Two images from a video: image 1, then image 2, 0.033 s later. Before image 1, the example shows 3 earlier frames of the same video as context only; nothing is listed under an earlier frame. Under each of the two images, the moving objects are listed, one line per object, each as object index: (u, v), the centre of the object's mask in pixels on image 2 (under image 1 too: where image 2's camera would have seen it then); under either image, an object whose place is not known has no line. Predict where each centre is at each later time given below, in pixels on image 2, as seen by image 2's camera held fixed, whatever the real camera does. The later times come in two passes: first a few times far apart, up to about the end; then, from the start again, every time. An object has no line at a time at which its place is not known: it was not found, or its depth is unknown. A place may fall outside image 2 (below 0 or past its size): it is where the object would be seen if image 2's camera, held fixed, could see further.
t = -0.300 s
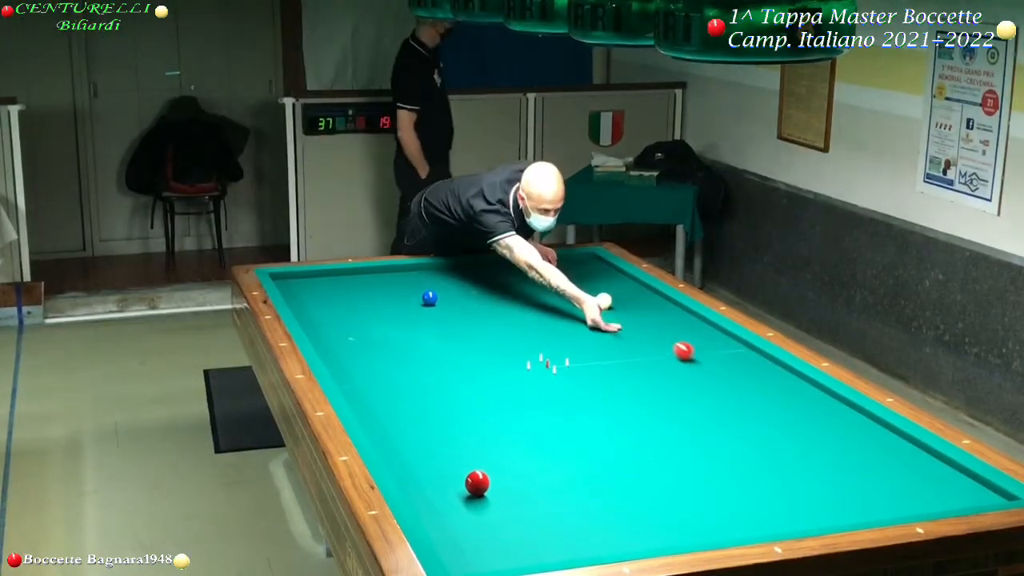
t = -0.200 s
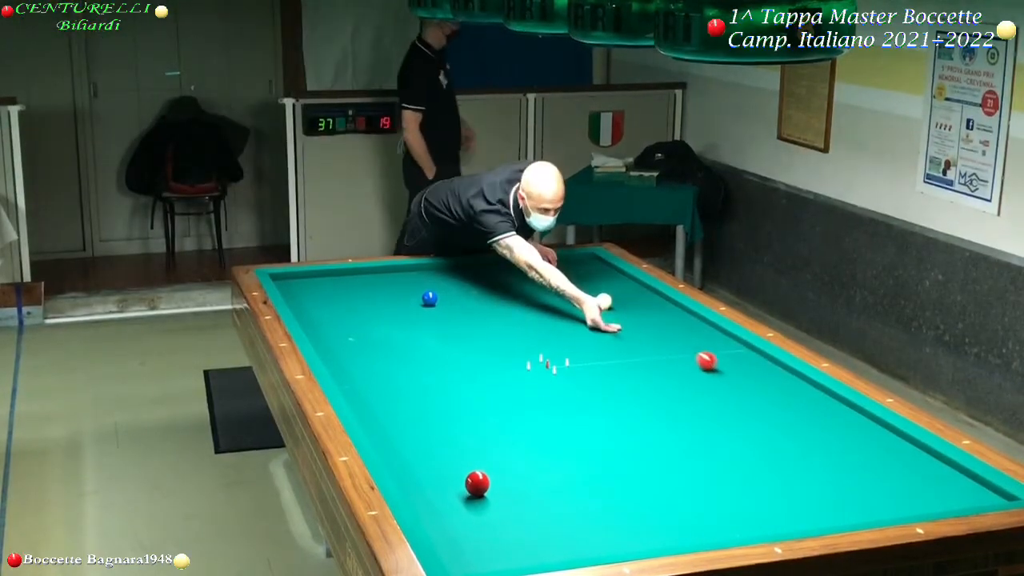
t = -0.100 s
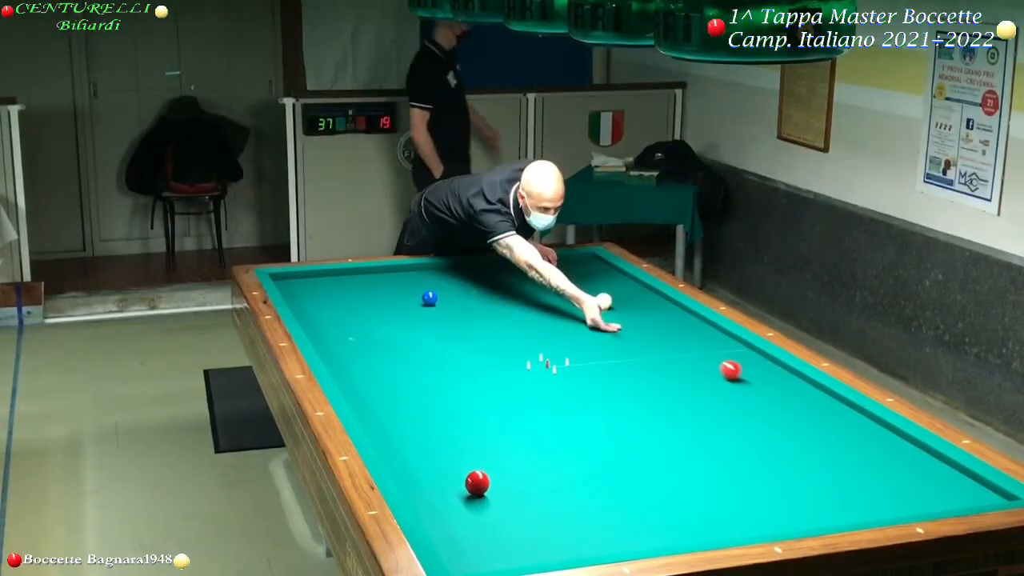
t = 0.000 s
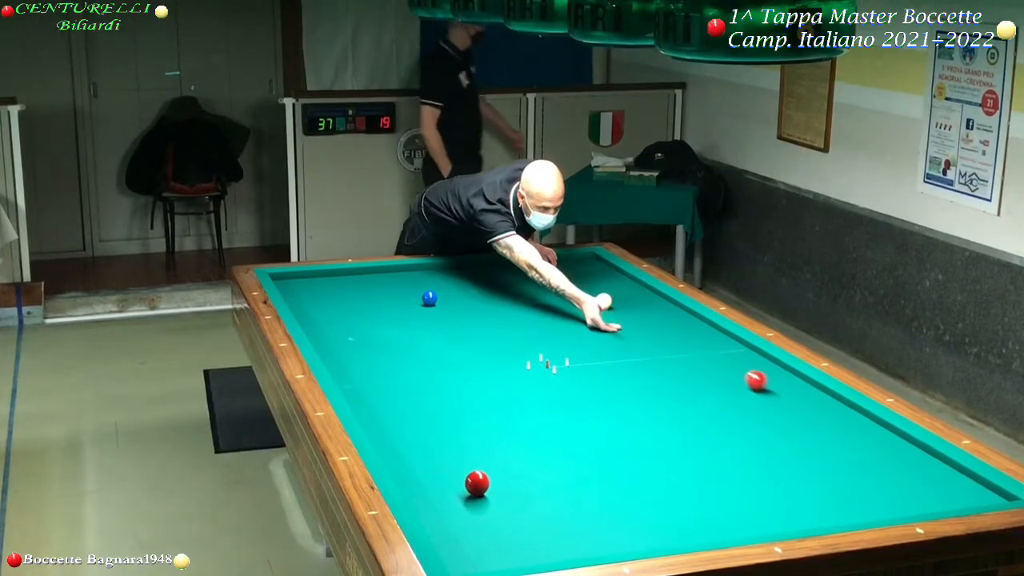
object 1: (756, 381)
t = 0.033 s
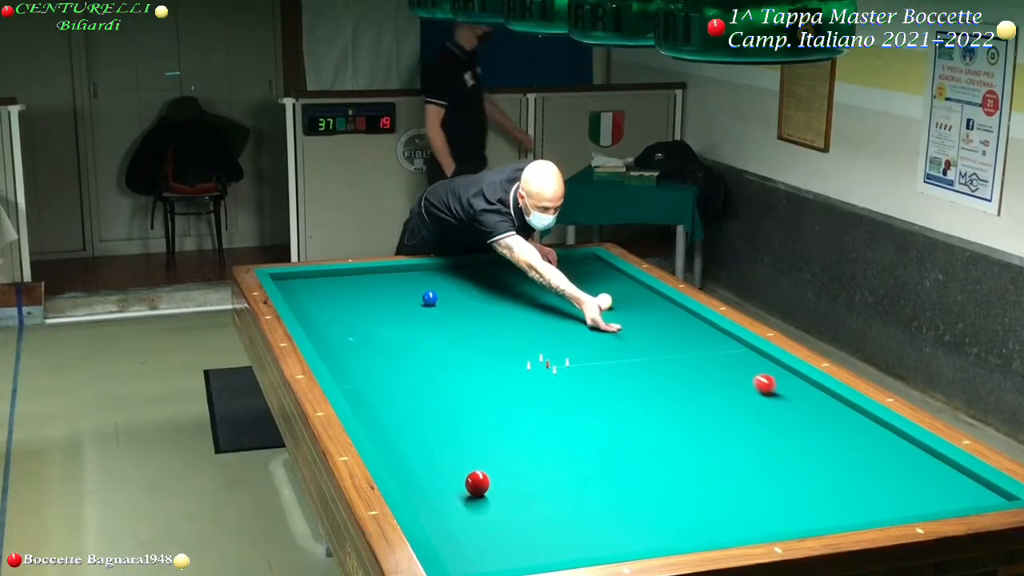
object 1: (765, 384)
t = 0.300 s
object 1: (839, 414)
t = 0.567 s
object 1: (915, 448)
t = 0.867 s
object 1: (974, 493)
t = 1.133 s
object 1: (937, 481)
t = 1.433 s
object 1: (887, 459)
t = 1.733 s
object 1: (840, 440)
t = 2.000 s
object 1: (803, 424)
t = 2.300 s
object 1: (765, 408)
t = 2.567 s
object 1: (733, 395)
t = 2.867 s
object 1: (700, 381)
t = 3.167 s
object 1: (670, 369)
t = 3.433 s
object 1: (645, 358)
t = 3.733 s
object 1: (619, 348)
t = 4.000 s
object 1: (598, 339)
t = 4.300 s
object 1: (576, 330)
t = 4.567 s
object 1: (558, 323)
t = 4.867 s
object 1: (539, 315)
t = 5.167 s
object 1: (521, 307)
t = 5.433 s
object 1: (507, 301)
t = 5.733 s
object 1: (491, 295)
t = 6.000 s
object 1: (478, 290)
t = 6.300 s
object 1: (465, 284)
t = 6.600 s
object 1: (452, 279)
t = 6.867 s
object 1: (442, 274)
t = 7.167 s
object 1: (431, 269)
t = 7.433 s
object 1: (423, 267)
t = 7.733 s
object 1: (423, 269)
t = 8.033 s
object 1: (423, 272)
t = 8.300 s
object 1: (423, 274)
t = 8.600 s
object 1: (423, 276)
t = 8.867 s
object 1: (423, 278)
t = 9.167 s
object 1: (423, 280)
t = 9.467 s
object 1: (424, 282)
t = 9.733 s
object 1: (423, 283)
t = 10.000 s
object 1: (423, 284)
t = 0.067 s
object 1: (773, 388)
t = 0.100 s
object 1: (782, 391)
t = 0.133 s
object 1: (791, 395)
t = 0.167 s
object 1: (801, 398)
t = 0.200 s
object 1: (810, 402)
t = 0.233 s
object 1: (820, 406)
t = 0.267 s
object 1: (829, 410)
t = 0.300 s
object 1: (839, 414)
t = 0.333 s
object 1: (848, 418)
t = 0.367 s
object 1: (858, 422)
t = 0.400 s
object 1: (869, 426)
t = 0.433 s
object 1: (879, 430)
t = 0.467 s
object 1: (890, 434)
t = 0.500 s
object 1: (900, 439)
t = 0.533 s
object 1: (909, 443)
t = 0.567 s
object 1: (915, 448)
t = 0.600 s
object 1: (921, 453)
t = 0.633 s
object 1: (927, 457)
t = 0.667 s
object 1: (934, 462)
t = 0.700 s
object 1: (940, 467)
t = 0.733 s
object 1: (946, 472)
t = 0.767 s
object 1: (953, 477)
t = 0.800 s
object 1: (960, 483)
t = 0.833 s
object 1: (967, 488)
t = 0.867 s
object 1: (974, 493)
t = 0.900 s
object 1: (981, 496)
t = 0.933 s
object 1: (984, 497)
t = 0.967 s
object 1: (975, 496)
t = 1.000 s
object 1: (967, 494)
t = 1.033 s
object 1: (959, 490)
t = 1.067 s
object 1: (951, 486)
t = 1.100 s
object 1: (944, 484)
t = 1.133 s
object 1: (937, 481)
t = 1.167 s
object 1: (931, 478)
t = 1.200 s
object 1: (925, 476)
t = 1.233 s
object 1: (919, 473)
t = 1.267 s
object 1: (914, 471)
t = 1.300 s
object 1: (908, 468)
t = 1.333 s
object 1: (902, 466)
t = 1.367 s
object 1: (897, 464)
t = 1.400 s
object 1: (891, 461)
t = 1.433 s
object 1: (887, 459)
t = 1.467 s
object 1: (881, 457)
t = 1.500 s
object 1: (875, 454)
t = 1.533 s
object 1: (870, 452)
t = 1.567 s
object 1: (865, 450)
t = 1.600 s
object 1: (860, 448)
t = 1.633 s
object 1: (855, 446)
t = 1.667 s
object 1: (850, 443)
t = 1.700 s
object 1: (845, 442)
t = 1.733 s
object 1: (840, 440)
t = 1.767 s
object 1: (836, 437)
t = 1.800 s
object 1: (831, 435)
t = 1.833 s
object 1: (826, 433)
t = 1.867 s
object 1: (821, 431)
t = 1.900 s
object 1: (817, 429)
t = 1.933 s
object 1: (812, 428)
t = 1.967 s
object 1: (807, 426)
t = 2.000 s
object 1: (803, 424)
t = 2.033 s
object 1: (799, 422)
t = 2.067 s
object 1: (794, 420)
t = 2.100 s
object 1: (789, 418)
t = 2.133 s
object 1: (785, 417)
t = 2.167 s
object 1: (781, 414)
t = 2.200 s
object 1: (777, 413)
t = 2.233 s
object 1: (773, 411)
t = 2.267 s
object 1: (769, 409)
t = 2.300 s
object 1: (765, 408)
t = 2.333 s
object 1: (760, 406)
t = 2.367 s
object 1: (756, 404)
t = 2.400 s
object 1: (752, 403)
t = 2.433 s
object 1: (749, 401)
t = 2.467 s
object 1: (745, 399)
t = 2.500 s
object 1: (740, 398)
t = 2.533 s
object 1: (736, 396)
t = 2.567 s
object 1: (733, 395)
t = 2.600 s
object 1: (729, 393)
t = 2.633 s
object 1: (726, 392)
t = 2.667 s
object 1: (722, 390)
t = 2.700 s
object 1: (718, 388)
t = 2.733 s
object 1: (714, 387)
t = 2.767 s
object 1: (711, 385)
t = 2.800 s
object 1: (707, 384)
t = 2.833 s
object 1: (704, 383)
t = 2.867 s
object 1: (700, 381)
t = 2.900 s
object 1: (697, 379)
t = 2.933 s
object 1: (693, 378)
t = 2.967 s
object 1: (690, 377)
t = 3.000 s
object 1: (687, 376)
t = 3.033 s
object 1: (683, 374)
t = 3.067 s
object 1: (679, 373)
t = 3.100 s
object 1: (676, 371)
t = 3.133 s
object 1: (674, 370)
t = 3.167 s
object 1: (670, 369)
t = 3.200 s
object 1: (667, 367)
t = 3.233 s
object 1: (664, 366)
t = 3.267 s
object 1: (661, 365)
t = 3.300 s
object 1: (657, 363)
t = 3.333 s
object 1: (654, 362)
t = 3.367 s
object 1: (651, 361)
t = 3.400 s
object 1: (648, 360)
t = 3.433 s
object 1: (645, 358)
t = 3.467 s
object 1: (642, 357)
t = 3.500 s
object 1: (639, 356)
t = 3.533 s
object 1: (636, 355)
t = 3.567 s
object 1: (634, 354)
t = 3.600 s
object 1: (631, 352)
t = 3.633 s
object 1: (628, 351)
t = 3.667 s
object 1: (625, 350)
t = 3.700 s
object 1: (622, 349)
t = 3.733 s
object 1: (619, 348)
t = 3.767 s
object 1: (617, 347)
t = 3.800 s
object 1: (614, 346)
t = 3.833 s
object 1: (612, 345)
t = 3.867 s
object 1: (609, 343)
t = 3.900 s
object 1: (606, 342)
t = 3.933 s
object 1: (604, 341)
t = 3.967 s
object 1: (601, 340)
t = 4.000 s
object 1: (598, 339)
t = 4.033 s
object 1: (596, 338)
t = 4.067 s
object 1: (593, 337)
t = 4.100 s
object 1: (591, 336)
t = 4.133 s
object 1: (588, 335)
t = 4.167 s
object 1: (586, 334)
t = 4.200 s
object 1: (584, 333)
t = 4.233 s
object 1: (581, 332)
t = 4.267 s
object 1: (579, 331)
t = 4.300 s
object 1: (576, 330)
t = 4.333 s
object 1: (574, 329)
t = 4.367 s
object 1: (572, 328)
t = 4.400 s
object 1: (569, 327)
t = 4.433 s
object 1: (567, 326)
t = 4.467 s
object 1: (565, 325)
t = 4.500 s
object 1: (563, 324)
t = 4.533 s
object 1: (560, 324)
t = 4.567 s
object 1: (558, 323)
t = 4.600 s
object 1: (556, 322)
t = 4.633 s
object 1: (554, 321)
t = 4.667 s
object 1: (551, 320)
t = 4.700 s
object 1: (549, 319)
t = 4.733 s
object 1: (547, 318)
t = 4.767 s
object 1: (545, 317)
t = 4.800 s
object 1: (543, 316)
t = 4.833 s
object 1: (541, 316)
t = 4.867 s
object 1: (539, 315)
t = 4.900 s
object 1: (537, 314)
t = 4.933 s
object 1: (535, 313)
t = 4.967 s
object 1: (533, 312)
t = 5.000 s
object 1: (531, 311)
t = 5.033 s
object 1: (529, 310)
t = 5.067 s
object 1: (527, 310)
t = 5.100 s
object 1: (525, 309)
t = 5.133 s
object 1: (523, 308)
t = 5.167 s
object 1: (521, 307)
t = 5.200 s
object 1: (520, 307)
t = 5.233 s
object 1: (518, 306)
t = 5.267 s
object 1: (516, 305)
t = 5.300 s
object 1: (514, 304)
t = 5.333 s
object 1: (512, 303)
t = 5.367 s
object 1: (510, 303)
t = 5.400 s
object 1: (508, 302)
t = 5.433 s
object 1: (507, 301)
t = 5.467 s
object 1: (505, 301)
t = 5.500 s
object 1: (503, 300)
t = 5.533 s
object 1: (502, 299)
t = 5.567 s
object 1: (500, 298)
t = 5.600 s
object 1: (498, 298)
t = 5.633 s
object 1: (496, 297)
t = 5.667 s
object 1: (495, 296)
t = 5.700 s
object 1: (493, 296)
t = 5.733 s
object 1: (491, 295)
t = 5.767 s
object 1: (490, 294)
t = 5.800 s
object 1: (488, 293)
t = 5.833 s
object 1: (486, 293)
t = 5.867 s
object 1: (485, 292)
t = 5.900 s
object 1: (483, 291)
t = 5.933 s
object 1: (482, 291)
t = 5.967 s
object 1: (480, 290)
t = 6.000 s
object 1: (478, 290)
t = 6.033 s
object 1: (477, 289)
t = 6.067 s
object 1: (475, 288)
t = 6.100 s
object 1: (474, 288)
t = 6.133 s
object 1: (472, 287)
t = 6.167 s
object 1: (471, 286)
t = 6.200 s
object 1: (469, 286)
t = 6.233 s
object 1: (468, 285)
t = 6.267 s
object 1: (466, 284)
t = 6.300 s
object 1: (465, 284)
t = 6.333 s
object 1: (464, 283)
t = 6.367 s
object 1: (462, 283)
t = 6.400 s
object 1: (461, 282)
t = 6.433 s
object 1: (459, 281)
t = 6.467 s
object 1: (458, 281)
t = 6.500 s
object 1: (457, 280)
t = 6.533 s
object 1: (455, 280)
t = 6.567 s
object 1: (453, 279)
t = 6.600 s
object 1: (452, 279)
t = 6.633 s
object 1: (451, 278)
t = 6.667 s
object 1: (450, 277)
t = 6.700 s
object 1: (448, 277)
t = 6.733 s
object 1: (447, 276)
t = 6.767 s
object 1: (445, 276)
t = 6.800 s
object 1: (444, 275)
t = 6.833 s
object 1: (443, 275)
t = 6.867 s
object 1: (442, 274)
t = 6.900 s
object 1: (440, 274)
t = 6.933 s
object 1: (439, 273)
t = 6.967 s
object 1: (438, 273)
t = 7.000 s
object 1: (437, 272)
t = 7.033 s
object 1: (436, 272)
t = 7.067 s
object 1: (434, 271)
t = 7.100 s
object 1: (433, 270)
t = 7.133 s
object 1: (432, 270)
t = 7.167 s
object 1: (431, 269)
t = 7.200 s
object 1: (430, 269)
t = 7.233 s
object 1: (428, 269)
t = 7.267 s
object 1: (427, 268)
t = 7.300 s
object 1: (426, 268)
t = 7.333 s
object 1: (425, 267)
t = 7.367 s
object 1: (424, 266)
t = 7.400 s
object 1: (423, 267)
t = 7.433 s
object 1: (423, 267)
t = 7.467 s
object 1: (423, 267)
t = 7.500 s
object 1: (423, 267)
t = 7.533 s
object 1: (423, 268)
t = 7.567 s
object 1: (423, 268)
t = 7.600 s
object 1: (423, 268)
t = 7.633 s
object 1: (423, 269)
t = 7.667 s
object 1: (423, 269)
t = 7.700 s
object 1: (423, 269)
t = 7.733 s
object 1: (423, 269)
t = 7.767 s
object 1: (423, 270)
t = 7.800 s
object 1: (423, 270)
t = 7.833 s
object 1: (423, 270)
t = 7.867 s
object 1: (423, 270)
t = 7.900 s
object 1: (423, 271)
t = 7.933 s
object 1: (423, 271)
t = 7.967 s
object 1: (423, 271)
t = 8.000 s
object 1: (423, 272)
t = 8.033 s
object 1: (423, 272)
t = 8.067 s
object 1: (423, 272)
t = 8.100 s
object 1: (423, 272)
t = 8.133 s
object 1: (423, 273)
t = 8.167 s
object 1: (423, 273)
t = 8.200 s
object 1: (423, 273)
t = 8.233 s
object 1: (423, 273)
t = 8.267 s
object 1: (423, 274)
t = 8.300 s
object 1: (423, 274)
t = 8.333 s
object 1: (423, 274)
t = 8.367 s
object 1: (423, 274)
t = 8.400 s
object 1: (423, 275)
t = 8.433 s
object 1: (423, 275)
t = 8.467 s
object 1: (423, 275)
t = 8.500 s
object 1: (423, 276)
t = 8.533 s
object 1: (423, 276)
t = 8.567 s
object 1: (423, 276)
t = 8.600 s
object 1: (423, 276)
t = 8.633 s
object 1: (423, 277)
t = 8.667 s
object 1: (423, 277)
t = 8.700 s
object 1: (423, 277)
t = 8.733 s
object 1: (423, 277)
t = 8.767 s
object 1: (423, 277)
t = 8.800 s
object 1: (423, 277)
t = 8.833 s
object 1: (423, 278)
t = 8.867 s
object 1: (423, 278)
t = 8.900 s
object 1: (423, 278)
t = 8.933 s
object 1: (423, 279)
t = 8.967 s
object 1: (423, 279)
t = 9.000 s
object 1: (423, 279)
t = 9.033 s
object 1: (423, 279)
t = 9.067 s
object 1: (423, 280)
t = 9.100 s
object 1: (423, 280)
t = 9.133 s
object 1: (423, 280)
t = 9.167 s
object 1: (423, 280)
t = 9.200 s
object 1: (423, 280)
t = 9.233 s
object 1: (423, 281)
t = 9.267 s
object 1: (423, 281)
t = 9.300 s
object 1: (424, 281)
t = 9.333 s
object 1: (424, 281)
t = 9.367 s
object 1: (423, 281)
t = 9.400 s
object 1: (423, 281)
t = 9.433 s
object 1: (424, 282)
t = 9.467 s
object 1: (424, 282)
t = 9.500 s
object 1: (423, 282)
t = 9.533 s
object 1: (423, 283)
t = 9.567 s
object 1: (424, 283)
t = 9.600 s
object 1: (423, 283)
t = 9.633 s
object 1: (423, 283)
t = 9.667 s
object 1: (423, 283)
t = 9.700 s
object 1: (423, 283)
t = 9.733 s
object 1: (423, 283)
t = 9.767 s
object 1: (423, 283)
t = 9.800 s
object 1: (423, 283)
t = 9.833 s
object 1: (423, 284)
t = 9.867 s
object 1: (423, 284)
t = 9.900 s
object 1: (423, 284)
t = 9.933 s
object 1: (423, 284)
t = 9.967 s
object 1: (423, 284)
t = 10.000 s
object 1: (423, 284)
